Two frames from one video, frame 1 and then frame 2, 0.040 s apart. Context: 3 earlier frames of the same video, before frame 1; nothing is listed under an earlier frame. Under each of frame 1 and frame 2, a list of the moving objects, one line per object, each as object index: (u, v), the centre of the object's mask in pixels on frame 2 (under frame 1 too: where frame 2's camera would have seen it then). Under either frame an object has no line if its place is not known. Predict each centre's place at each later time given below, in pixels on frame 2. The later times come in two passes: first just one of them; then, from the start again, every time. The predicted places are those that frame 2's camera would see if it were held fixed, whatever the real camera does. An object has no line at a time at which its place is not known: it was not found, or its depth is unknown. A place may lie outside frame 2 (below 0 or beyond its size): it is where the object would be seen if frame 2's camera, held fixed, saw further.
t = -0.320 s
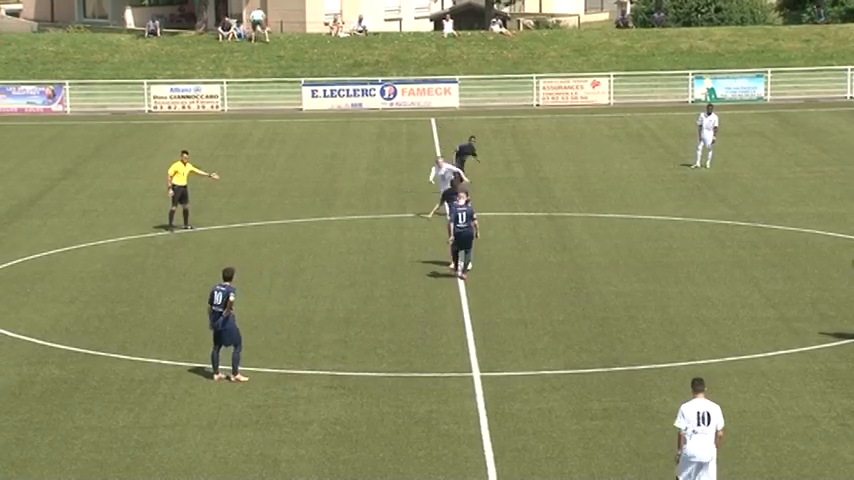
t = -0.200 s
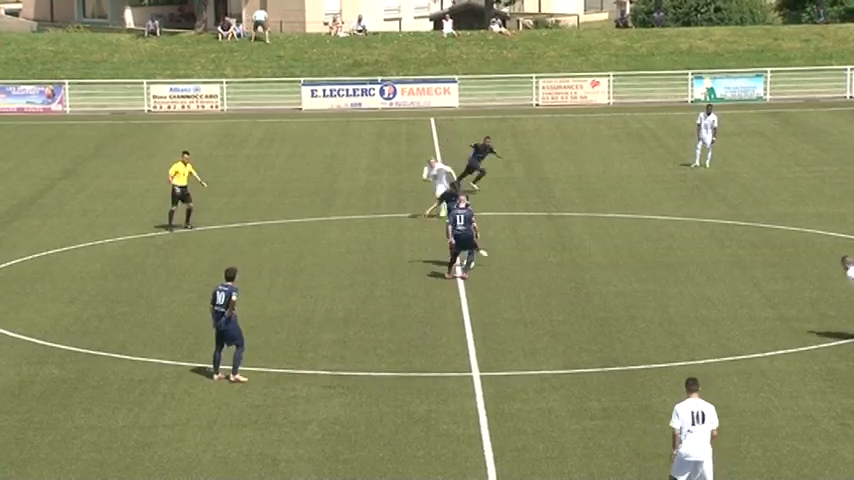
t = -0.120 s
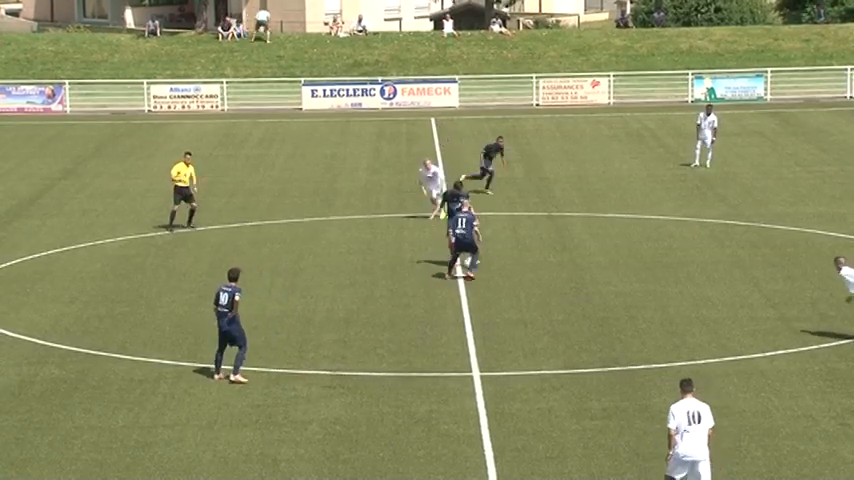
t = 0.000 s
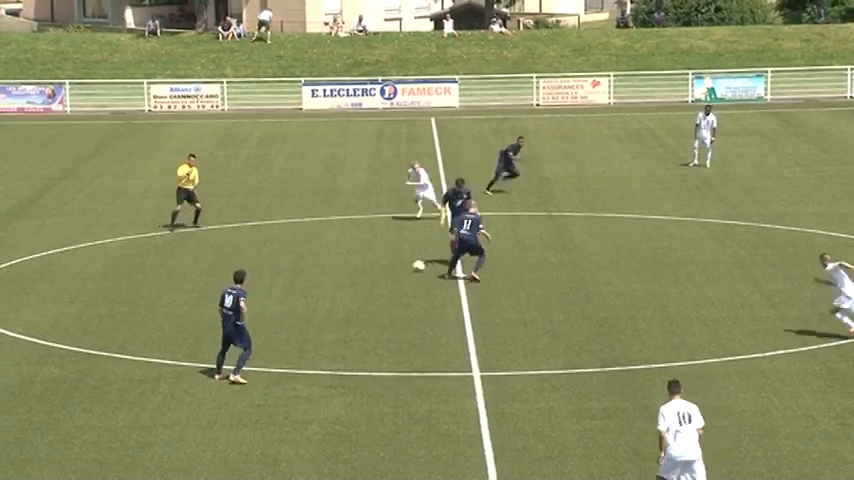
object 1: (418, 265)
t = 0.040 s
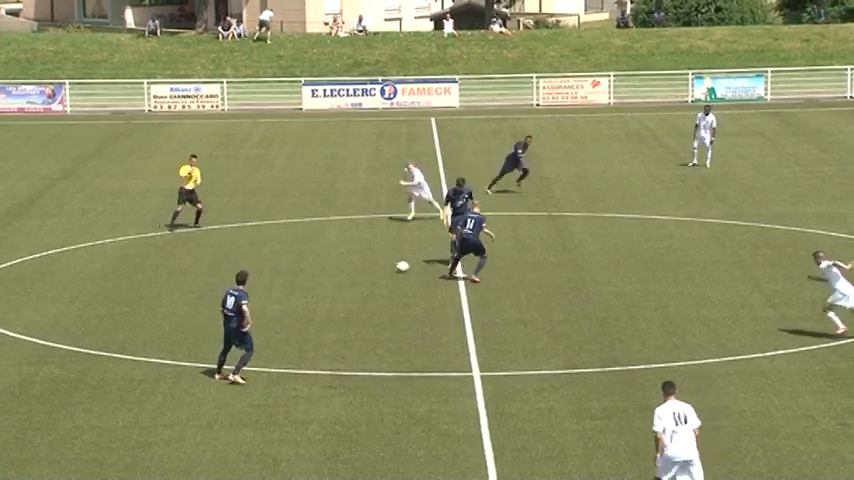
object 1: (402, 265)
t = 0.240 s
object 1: (328, 271)
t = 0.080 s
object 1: (386, 267)
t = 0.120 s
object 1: (371, 268)
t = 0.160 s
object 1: (357, 269)
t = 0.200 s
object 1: (342, 271)
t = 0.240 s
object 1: (328, 271)
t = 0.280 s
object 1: (315, 272)
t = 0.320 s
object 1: (303, 273)
